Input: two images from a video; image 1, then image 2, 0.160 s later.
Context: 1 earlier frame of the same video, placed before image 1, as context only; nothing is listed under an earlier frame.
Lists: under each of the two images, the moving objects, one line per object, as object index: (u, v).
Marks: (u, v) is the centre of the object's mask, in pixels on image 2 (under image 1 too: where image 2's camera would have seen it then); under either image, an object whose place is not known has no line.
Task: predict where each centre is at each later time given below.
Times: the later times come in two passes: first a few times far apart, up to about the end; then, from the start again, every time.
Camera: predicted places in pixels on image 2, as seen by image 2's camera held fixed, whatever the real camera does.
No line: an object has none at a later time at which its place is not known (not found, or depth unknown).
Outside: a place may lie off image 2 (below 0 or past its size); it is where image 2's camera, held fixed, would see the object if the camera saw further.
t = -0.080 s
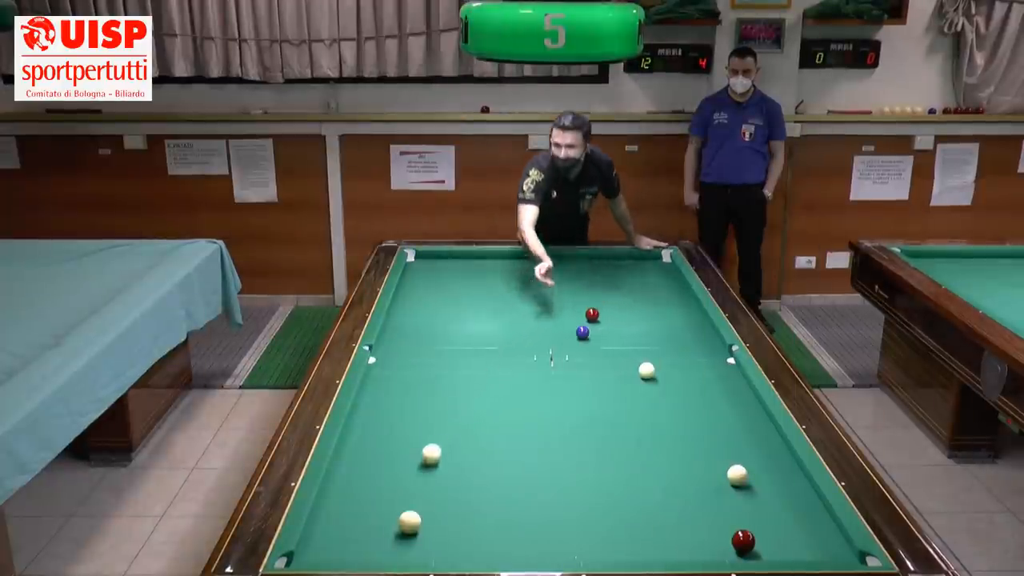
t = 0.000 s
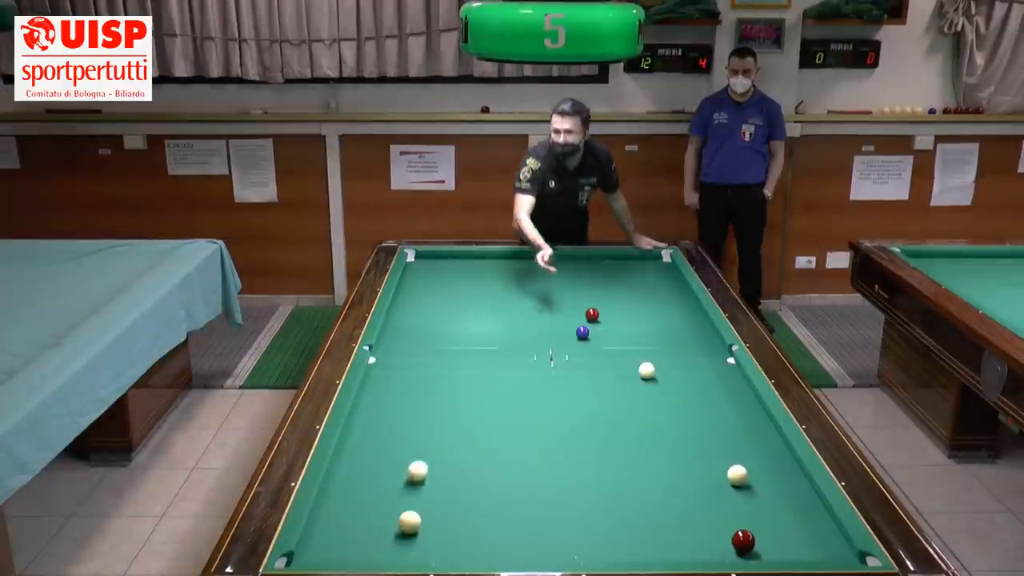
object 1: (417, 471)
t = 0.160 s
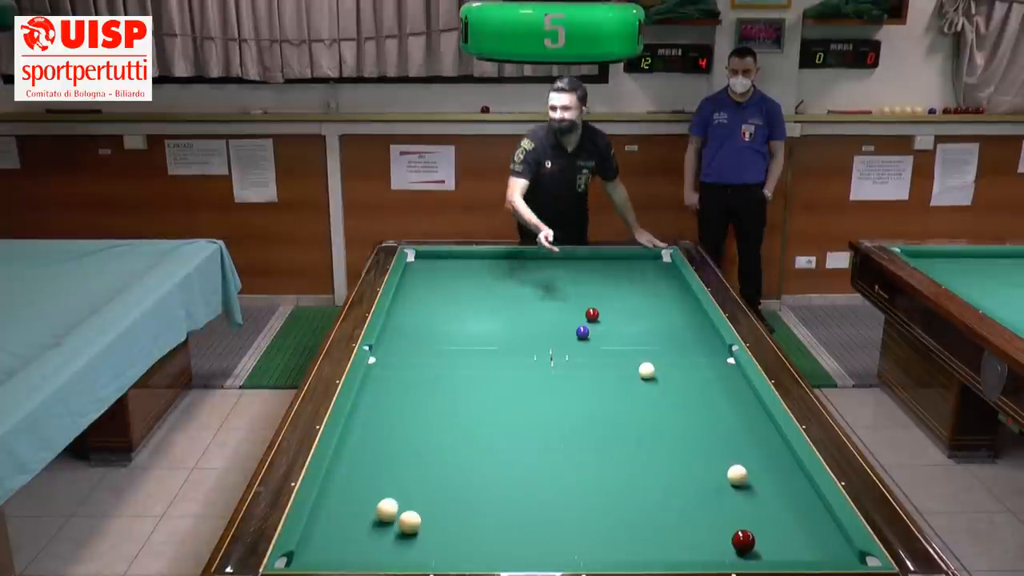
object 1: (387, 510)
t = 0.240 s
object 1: (370, 531)
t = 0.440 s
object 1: (344, 540)
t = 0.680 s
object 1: (338, 497)
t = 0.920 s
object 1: (343, 464)
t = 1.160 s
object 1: (361, 436)
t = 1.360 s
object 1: (374, 416)
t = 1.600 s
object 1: (388, 394)
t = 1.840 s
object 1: (400, 375)
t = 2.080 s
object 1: (411, 358)
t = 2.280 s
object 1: (419, 345)
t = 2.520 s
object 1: (428, 330)
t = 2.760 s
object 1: (436, 318)
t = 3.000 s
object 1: (443, 306)
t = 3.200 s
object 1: (449, 297)
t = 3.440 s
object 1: (455, 287)
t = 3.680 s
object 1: (460, 278)
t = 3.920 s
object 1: (466, 270)
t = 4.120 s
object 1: (469, 263)
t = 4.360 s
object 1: (474, 256)
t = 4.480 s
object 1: (476, 257)
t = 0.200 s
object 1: (378, 520)
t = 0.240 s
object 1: (370, 531)
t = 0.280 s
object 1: (361, 543)
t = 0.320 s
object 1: (352, 552)
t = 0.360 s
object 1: (345, 555)
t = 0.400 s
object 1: (344, 548)
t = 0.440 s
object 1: (344, 540)
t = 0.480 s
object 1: (343, 532)
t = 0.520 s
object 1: (342, 524)
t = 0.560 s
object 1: (341, 517)
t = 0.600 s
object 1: (340, 510)
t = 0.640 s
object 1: (339, 504)
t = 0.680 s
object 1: (338, 497)
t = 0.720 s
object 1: (337, 491)
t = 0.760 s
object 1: (336, 485)
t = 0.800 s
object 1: (335, 479)
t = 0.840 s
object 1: (337, 474)
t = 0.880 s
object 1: (340, 469)
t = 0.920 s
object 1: (343, 464)
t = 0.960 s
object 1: (347, 459)
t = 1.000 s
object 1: (350, 454)
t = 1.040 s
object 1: (352, 450)
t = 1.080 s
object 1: (355, 445)
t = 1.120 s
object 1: (358, 441)
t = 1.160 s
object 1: (361, 436)
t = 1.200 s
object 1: (364, 432)
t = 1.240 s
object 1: (366, 428)
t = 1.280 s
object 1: (369, 424)
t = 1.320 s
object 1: (371, 420)
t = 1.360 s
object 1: (374, 416)
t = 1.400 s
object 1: (376, 412)
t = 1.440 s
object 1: (379, 409)
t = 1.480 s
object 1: (381, 405)
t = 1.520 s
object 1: (383, 401)
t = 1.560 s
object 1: (385, 398)
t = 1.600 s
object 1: (388, 394)
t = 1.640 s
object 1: (390, 391)
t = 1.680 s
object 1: (392, 388)
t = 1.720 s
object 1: (394, 385)
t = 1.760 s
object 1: (396, 381)
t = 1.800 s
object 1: (398, 378)
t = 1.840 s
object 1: (400, 375)
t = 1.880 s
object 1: (402, 372)
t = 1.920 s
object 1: (403, 369)
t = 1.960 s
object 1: (405, 366)
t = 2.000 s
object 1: (407, 363)
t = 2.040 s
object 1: (409, 361)
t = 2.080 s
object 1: (411, 358)
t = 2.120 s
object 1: (412, 355)
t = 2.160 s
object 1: (414, 353)
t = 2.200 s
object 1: (416, 350)
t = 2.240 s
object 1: (417, 347)
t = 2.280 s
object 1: (419, 345)
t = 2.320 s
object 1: (420, 342)
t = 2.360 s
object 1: (422, 340)
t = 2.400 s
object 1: (423, 337)
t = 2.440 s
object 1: (425, 335)
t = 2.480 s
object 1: (426, 333)
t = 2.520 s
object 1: (428, 330)
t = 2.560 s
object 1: (429, 328)
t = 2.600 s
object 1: (431, 326)
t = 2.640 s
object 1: (432, 324)
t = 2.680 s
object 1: (433, 322)
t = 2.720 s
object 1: (434, 320)
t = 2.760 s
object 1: (436, 318)
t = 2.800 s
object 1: (437, 316)
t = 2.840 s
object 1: (438, 314)
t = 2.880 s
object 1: (439, 312)
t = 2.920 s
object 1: (441, 310)
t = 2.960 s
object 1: (442, 308)
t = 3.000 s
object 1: (443, 306)
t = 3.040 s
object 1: (444, 304)
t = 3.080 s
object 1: (445, 302)
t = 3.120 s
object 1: (446, 301)
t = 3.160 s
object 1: (447, 299)
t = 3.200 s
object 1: (449, 297)
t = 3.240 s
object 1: (450, 295)
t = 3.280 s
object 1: (451, 294)
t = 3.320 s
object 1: (452, 292)
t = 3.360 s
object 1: (453, 290)
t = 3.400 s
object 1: (454, 289)
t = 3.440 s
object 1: (455, 287)
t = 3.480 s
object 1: (456, 286)
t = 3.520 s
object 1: (456, 284)
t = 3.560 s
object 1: (458, 283)
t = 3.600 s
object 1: (459, 281)
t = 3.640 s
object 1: (460, 280)
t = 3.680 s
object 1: (460, 278)
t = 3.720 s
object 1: (461, 277)
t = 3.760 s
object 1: (462, 275)
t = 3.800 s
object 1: (463, 274)
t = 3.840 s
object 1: (464, 273)
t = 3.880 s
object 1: (465, 271)
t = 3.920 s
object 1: (466, 270)
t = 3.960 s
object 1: (466, 268)
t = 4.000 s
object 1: (467, 267)
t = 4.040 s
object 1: (468, 266)
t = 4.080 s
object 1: (469, 265)
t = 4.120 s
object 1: (469, 263)
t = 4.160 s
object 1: (470, 262)
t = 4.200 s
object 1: (471, 261)
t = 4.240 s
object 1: (472, 260)
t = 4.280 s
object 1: (472, 259)
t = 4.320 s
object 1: (473, 257)
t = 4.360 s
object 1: (474, 256)
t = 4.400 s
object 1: (475, 256)
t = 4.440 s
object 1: (475, 256)
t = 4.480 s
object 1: (476, 257)
